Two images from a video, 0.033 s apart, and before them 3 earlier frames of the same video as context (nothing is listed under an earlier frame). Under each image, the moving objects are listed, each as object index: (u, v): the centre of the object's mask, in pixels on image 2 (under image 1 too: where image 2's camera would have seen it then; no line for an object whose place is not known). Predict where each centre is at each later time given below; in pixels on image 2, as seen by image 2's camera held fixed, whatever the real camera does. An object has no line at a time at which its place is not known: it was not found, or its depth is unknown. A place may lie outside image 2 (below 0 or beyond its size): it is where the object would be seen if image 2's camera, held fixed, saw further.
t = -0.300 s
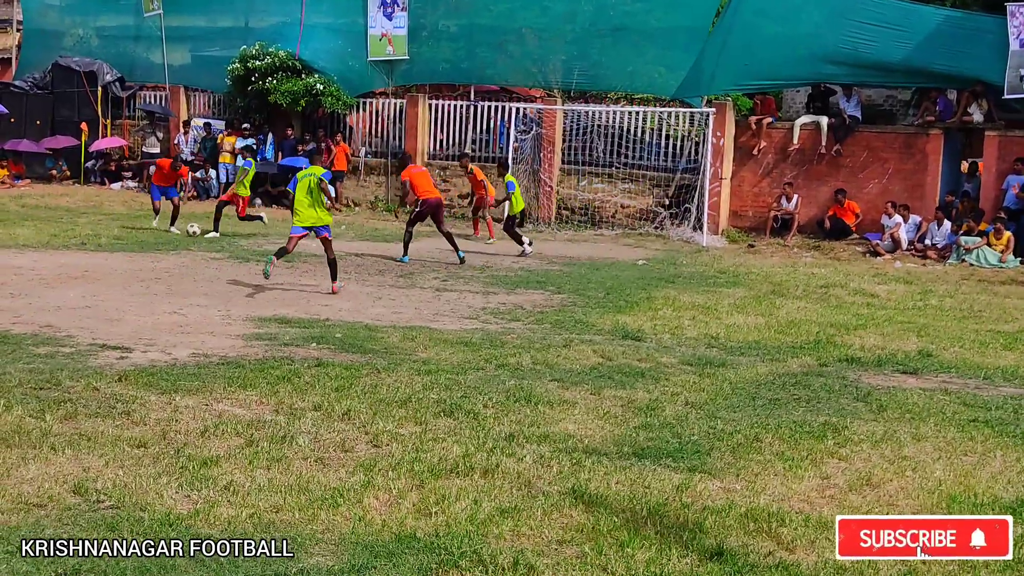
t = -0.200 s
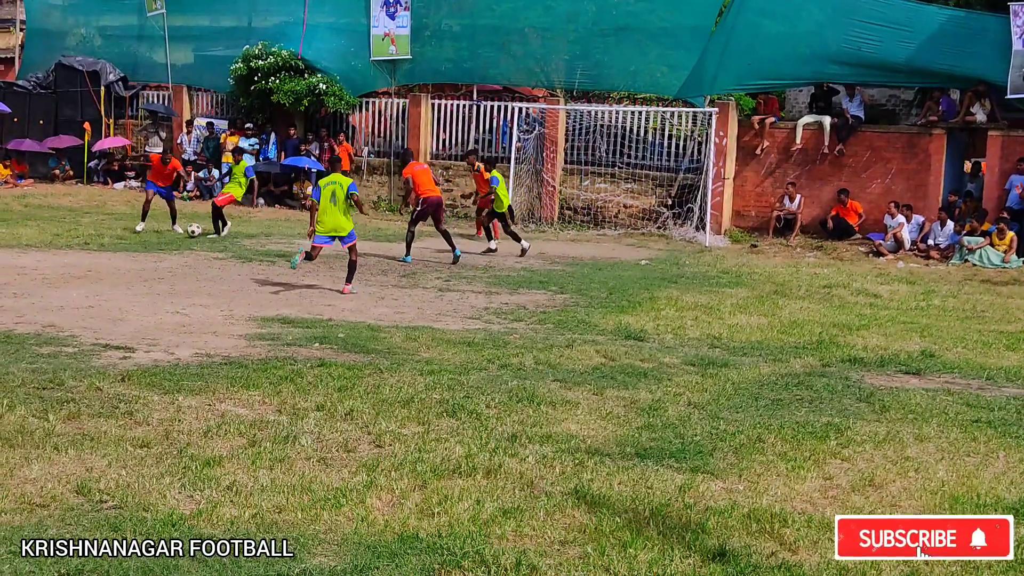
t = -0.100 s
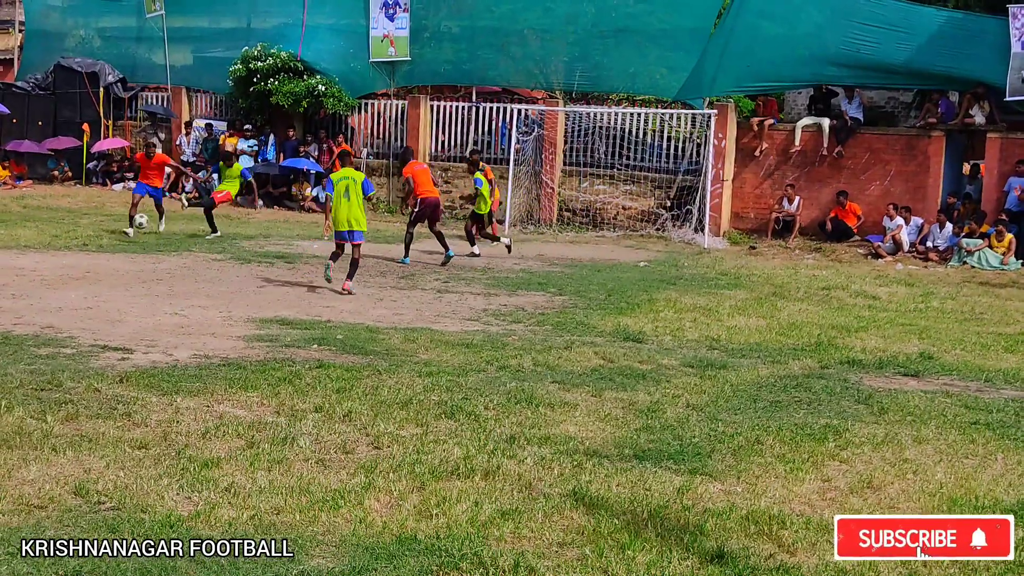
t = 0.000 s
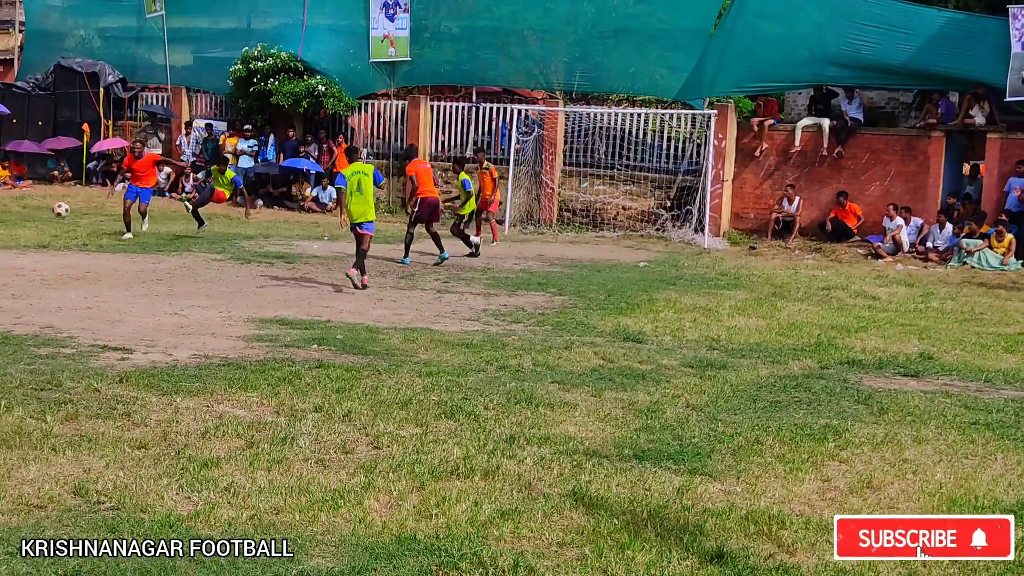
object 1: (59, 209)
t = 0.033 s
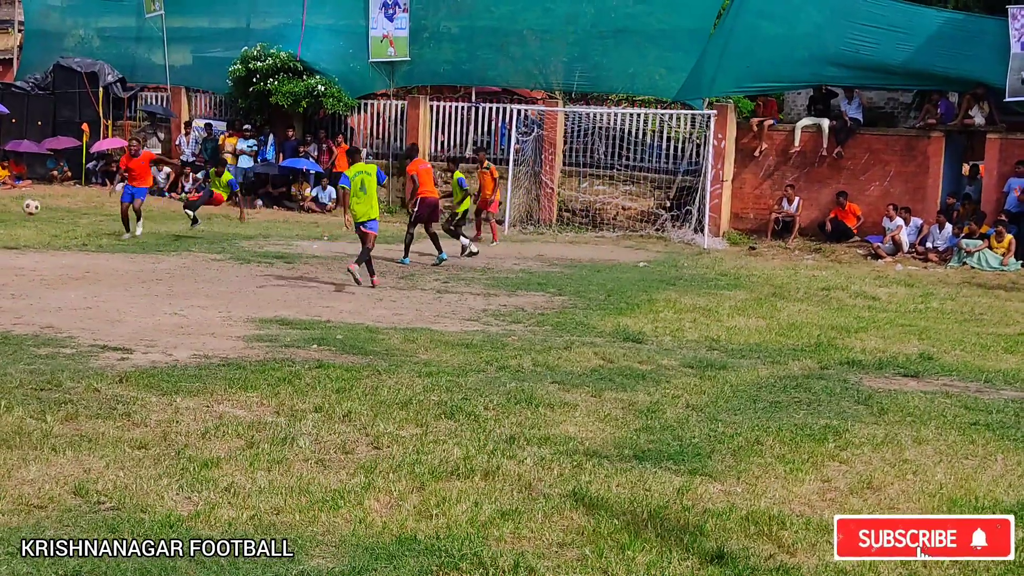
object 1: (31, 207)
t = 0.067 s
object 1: (4, 205)
